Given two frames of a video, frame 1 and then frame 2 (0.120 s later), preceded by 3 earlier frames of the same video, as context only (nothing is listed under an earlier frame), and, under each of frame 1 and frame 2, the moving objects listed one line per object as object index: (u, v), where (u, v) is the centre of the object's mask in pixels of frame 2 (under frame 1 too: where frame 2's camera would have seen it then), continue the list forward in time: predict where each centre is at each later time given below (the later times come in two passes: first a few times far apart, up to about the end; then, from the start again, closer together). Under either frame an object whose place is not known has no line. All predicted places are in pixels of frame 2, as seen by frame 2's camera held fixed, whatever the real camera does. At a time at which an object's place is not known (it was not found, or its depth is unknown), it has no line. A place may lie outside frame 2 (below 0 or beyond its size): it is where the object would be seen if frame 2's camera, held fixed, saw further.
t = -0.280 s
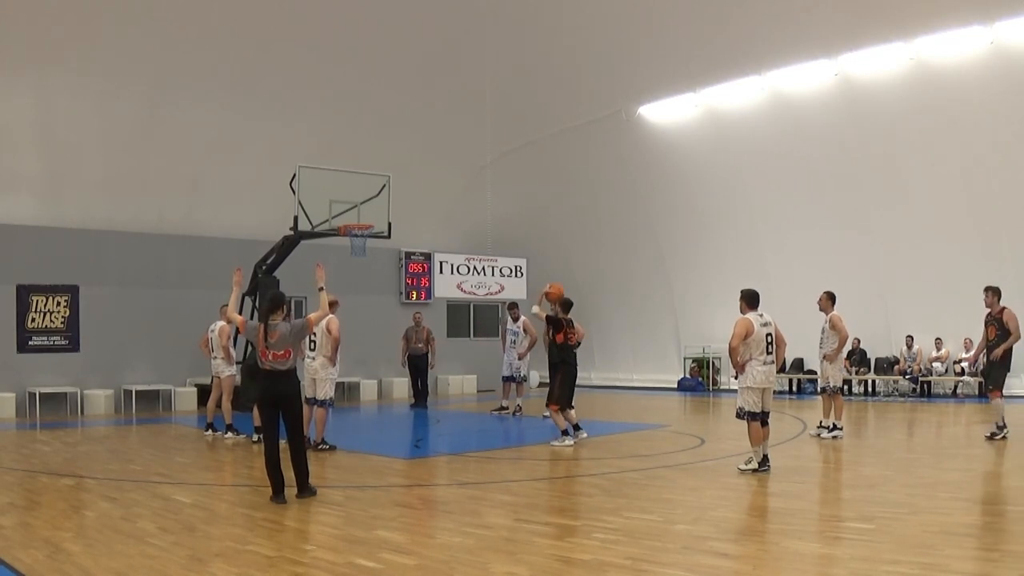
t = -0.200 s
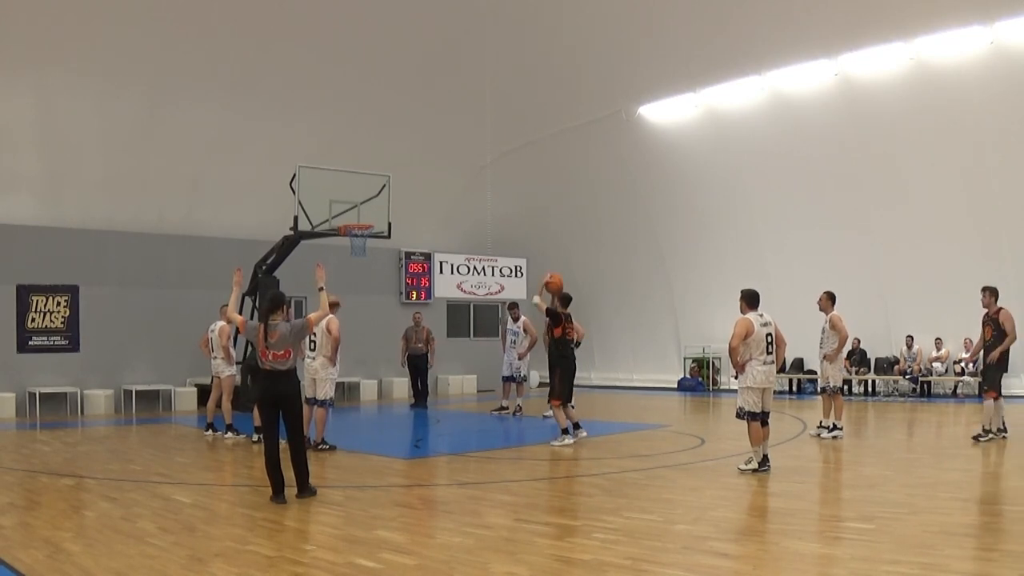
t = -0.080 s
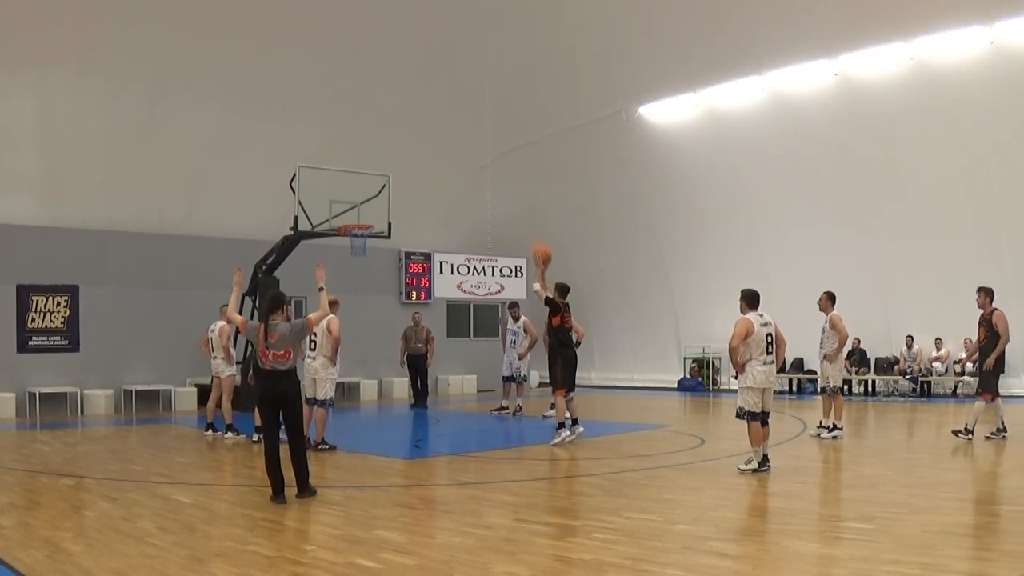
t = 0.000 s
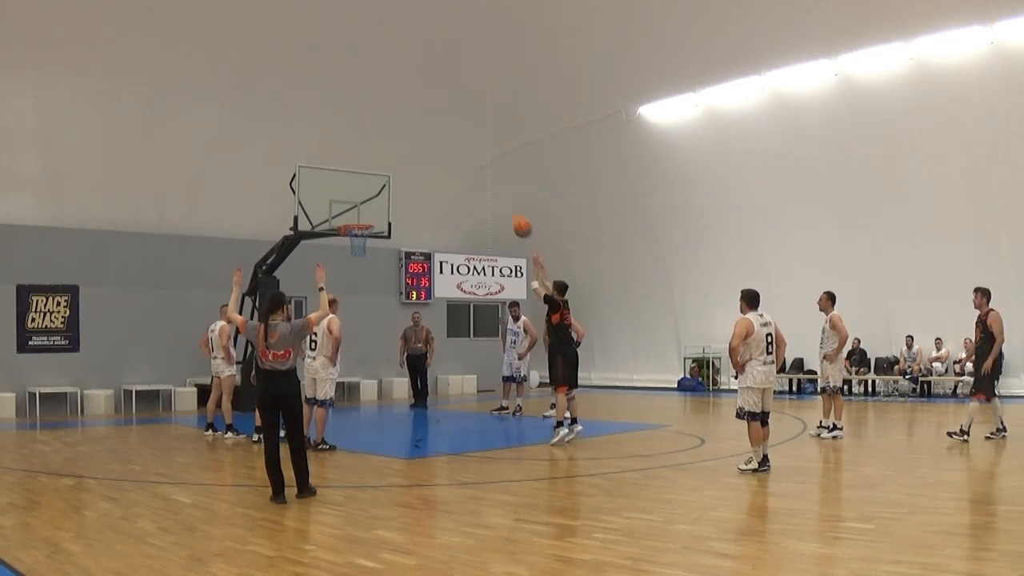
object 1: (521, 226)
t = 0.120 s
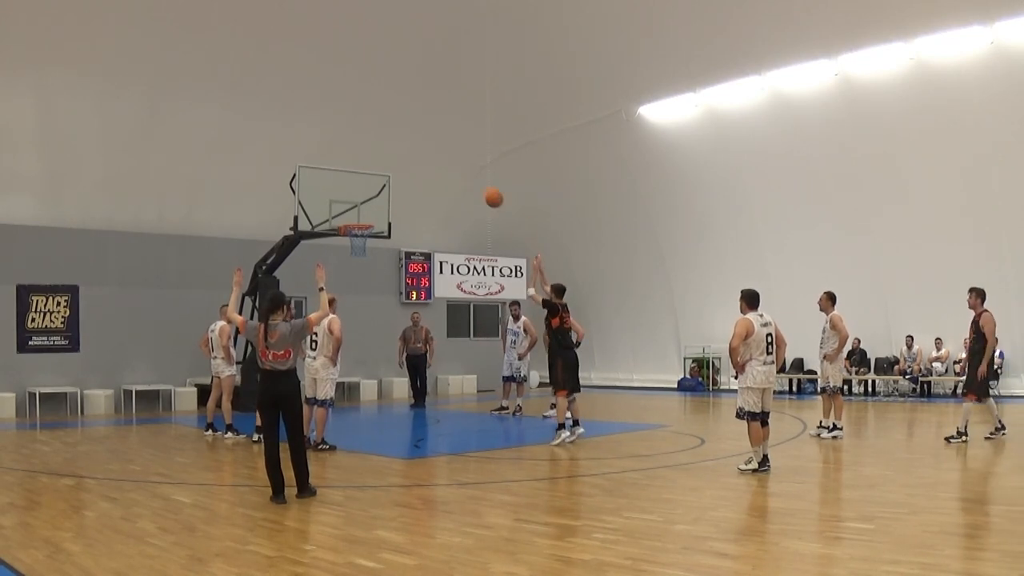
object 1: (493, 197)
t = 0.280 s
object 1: (458, 177)
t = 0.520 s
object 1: (411, 181)
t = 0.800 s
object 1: (370, 226)
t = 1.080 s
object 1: (400, 289)
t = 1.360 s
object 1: (435, 420)
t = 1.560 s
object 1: (456, 361)
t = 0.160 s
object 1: (484, 190)
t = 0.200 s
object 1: (475, 185)
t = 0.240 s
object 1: (467, 180)
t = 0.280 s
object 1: (458, 177)
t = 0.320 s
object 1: (450, 175)
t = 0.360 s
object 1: (442, 174)
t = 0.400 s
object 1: (434, 174)
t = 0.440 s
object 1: (426, 175)
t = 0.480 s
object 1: (418, 177)
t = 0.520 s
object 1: (411, 181)
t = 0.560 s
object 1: (404, 185)
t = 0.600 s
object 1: (397, 190)
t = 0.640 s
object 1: (390, 196)
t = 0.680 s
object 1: (383, 204)
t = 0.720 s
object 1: (376, 212)
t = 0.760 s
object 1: (370, 220)
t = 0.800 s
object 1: (370, 226)
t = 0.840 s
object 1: (374, 231)
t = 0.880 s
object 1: (378, 238)
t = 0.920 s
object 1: (382, 246)
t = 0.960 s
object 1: (386, 255)
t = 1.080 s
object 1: (400, 289)
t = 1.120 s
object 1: (404, 303)
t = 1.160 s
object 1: (409, 318)
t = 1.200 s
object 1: (415, 336)
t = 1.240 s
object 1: (420, 354)
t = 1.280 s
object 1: (425, 375)
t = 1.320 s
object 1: (430, 397)
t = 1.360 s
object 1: (435, 420)
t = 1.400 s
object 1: (440, 420)
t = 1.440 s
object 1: (443, 403)
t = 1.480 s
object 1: (447, 390)
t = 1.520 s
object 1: (452, 372)
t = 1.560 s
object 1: (456, 361)
